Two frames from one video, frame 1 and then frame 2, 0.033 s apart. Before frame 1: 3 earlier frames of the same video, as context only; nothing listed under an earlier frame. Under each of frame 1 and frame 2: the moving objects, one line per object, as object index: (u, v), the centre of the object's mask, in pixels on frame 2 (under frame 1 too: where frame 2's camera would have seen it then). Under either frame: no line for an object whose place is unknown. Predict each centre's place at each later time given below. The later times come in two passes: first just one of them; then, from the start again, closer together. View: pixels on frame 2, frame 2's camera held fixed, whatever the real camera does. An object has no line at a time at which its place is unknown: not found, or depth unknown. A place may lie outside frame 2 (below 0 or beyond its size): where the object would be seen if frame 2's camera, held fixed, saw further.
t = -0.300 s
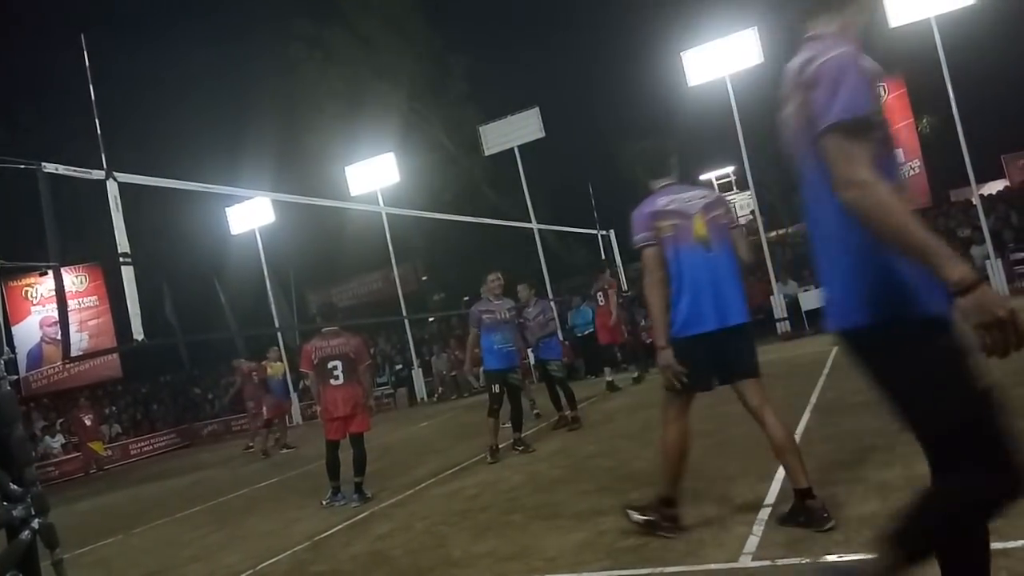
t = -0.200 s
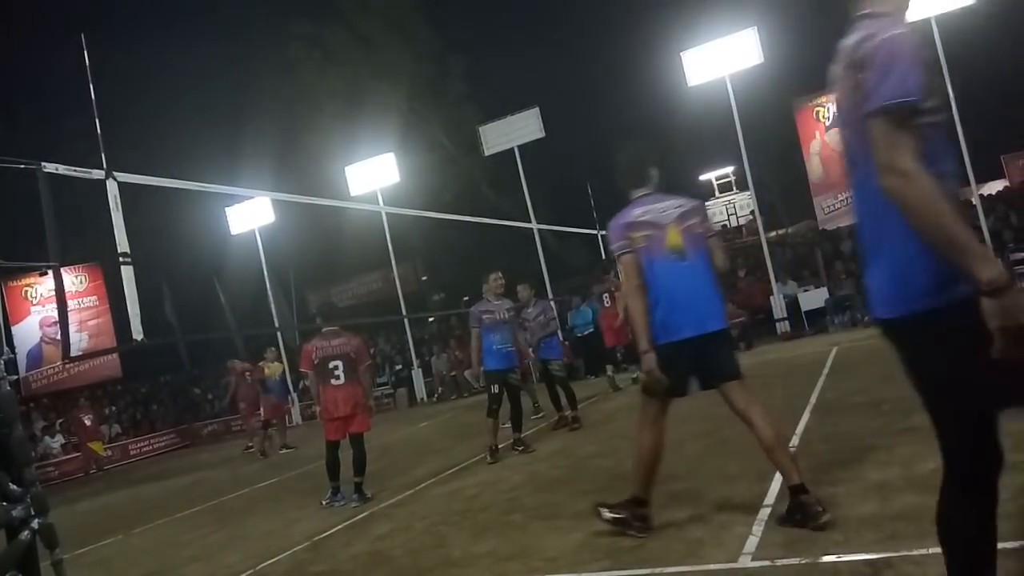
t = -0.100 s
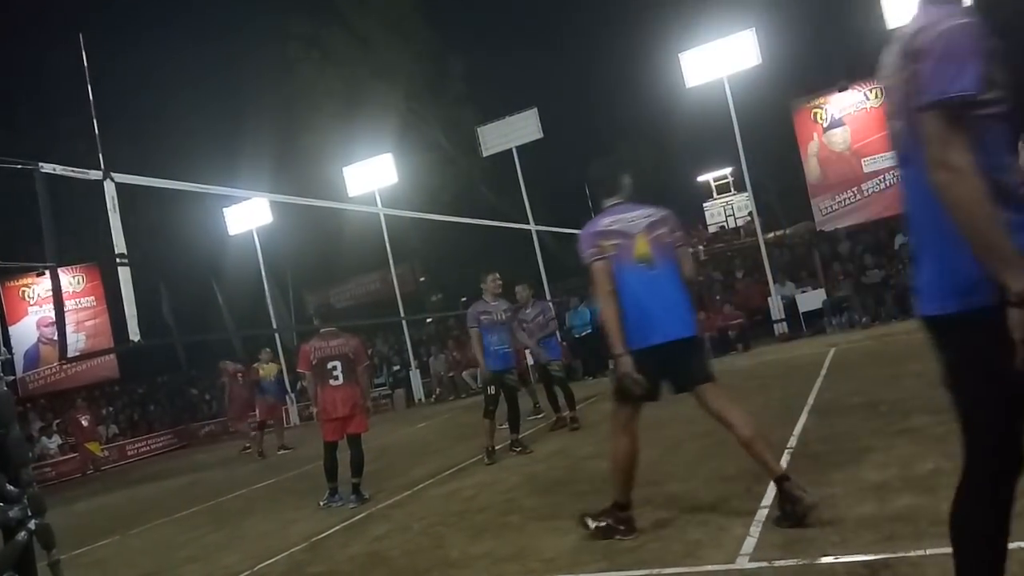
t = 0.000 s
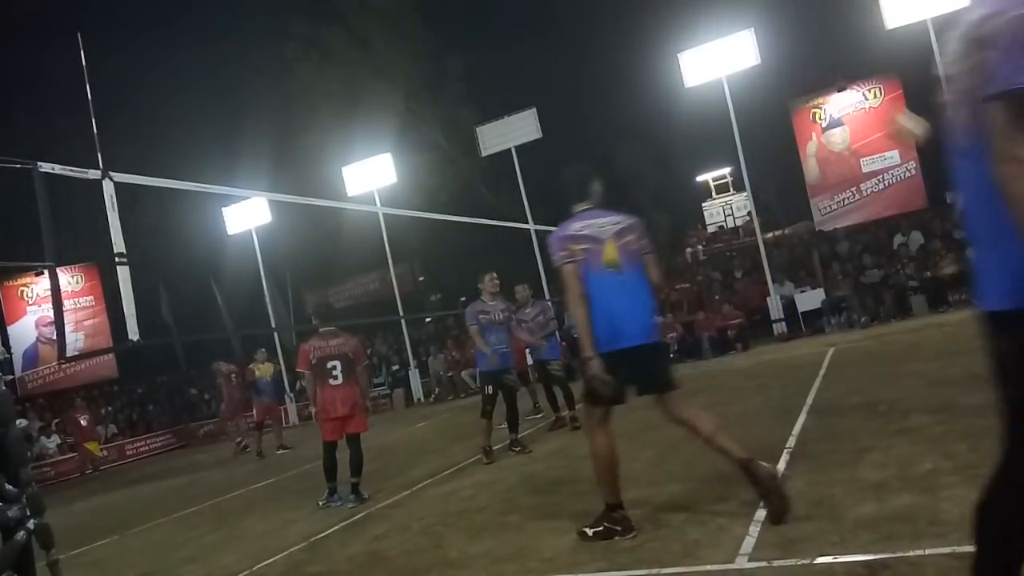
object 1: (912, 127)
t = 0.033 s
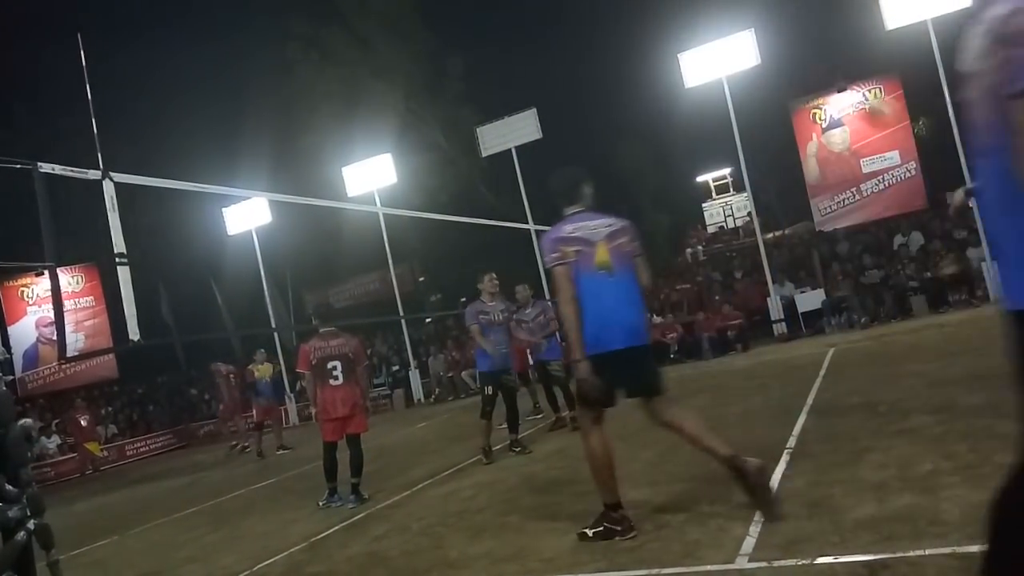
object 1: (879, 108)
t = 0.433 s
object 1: (625, 29)
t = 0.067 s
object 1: (845, 85)
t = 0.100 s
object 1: (823, 77)
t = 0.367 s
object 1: (656, 26)
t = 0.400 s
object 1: (639, 27)
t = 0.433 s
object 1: (625, 29)
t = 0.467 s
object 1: (610, 33)
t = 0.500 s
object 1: (596, 37)
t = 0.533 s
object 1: (581, 43)
